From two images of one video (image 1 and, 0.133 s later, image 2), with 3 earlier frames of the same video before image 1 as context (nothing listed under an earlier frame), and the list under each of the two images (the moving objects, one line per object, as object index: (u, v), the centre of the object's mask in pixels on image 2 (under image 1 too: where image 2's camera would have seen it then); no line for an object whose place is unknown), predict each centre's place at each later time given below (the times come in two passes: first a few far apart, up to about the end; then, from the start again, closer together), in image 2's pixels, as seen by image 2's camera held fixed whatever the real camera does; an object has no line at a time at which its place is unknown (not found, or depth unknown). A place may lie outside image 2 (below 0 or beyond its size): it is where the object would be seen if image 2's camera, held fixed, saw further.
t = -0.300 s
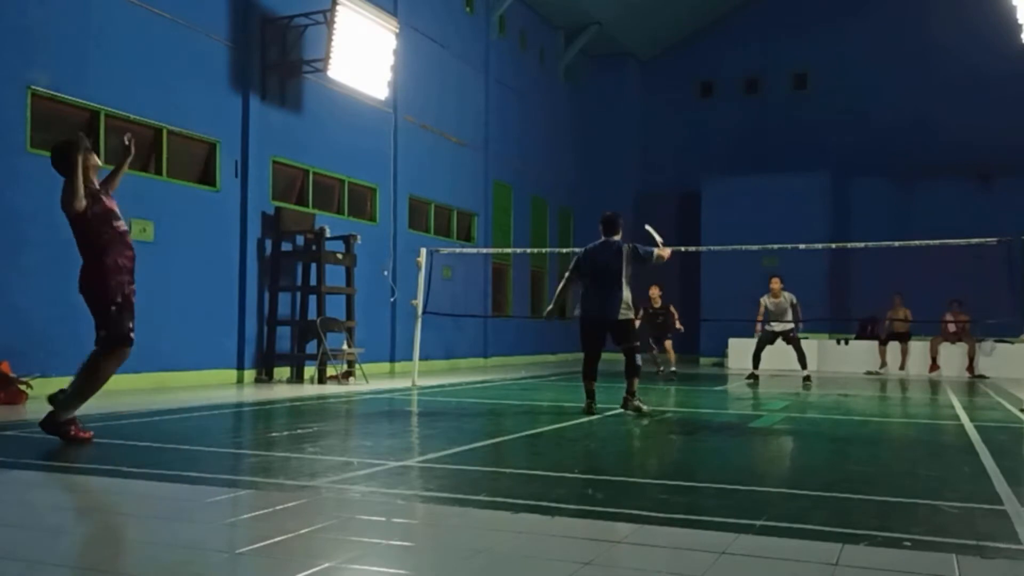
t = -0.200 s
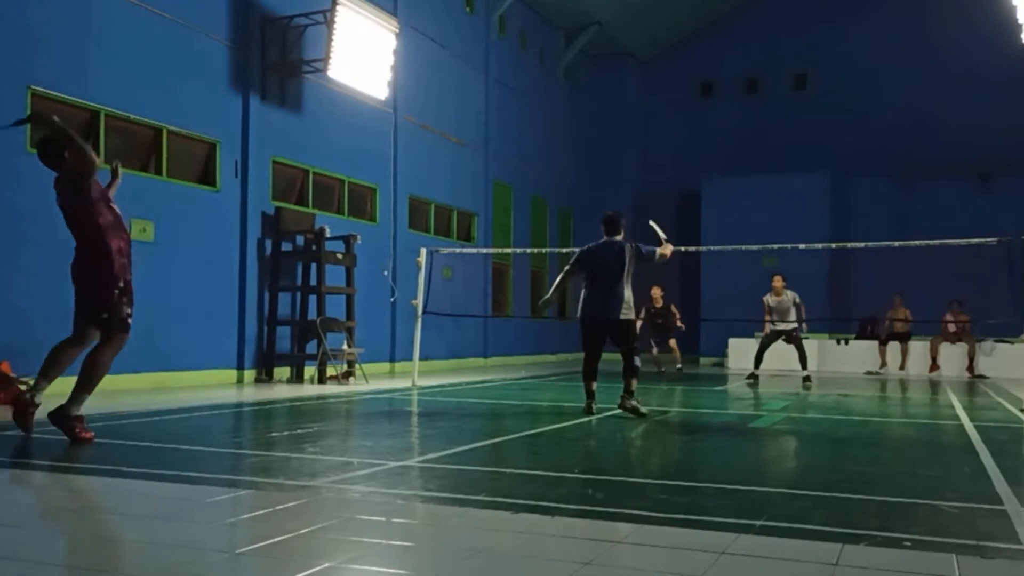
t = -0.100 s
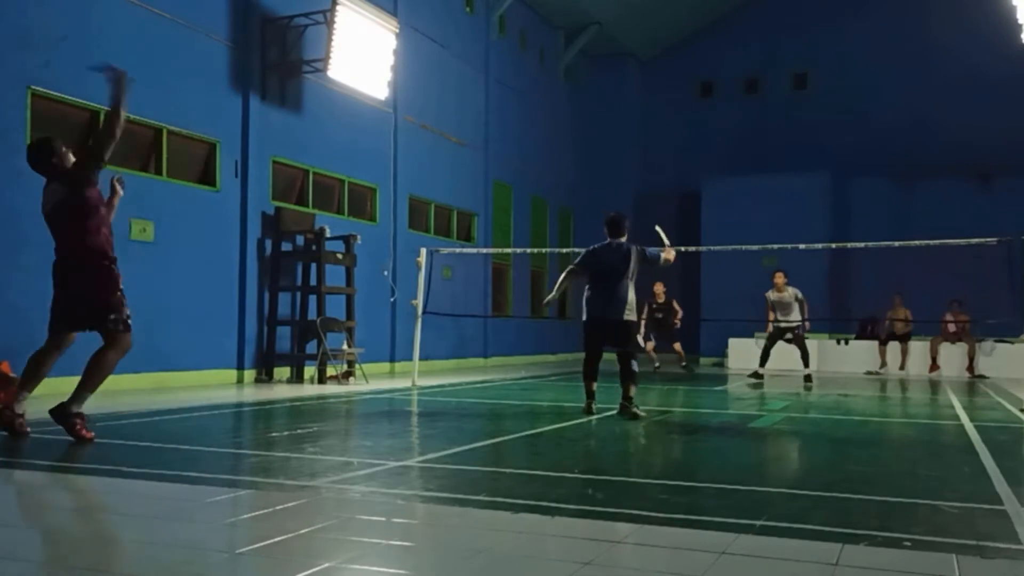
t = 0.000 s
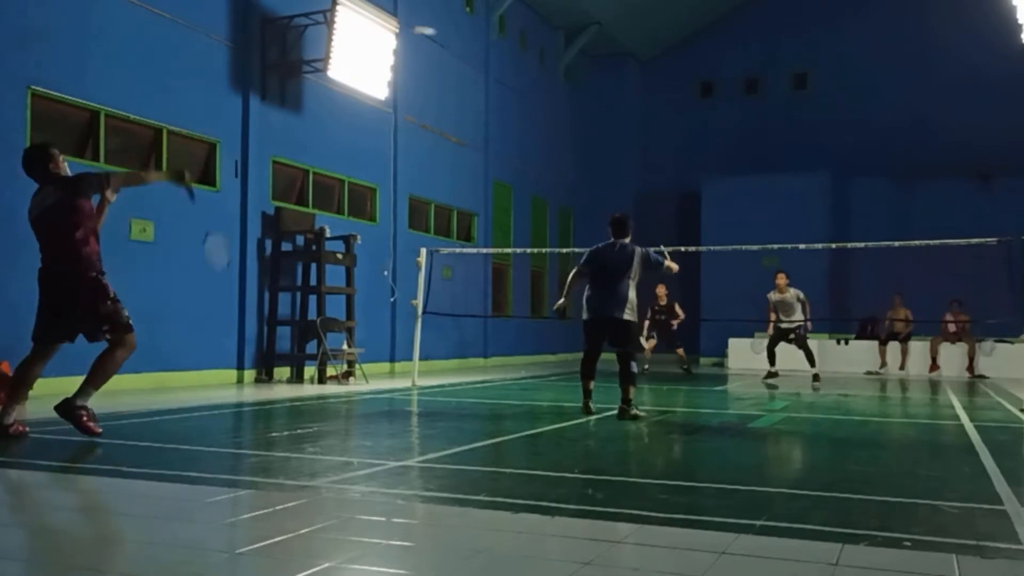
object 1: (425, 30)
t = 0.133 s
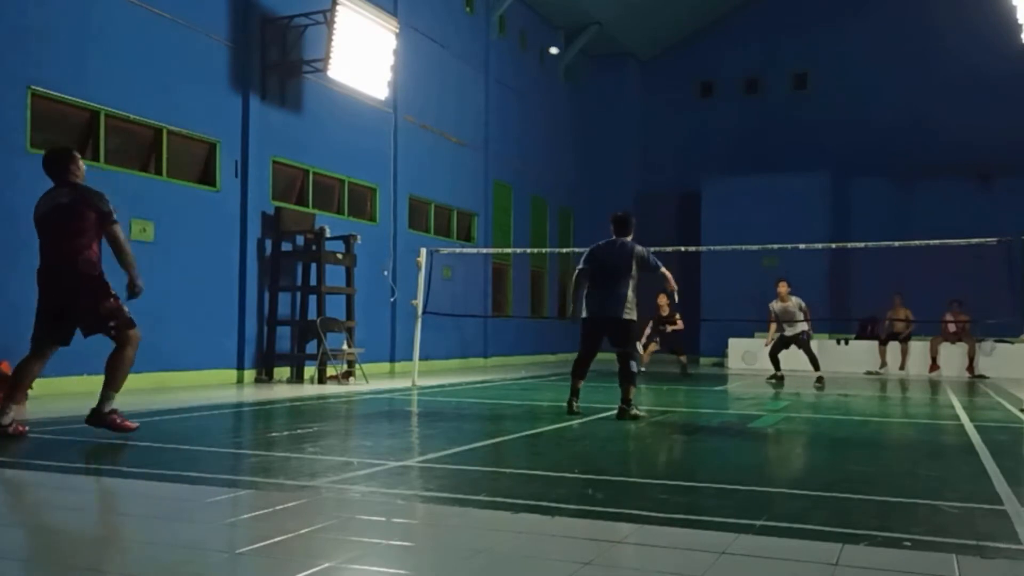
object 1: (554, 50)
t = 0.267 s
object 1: (609, 69)
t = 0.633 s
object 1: (679, 140)
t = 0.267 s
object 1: (609, 69)
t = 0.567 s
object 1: (671, 125)
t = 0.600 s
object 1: (675, 133)
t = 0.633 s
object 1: (679, 140)
